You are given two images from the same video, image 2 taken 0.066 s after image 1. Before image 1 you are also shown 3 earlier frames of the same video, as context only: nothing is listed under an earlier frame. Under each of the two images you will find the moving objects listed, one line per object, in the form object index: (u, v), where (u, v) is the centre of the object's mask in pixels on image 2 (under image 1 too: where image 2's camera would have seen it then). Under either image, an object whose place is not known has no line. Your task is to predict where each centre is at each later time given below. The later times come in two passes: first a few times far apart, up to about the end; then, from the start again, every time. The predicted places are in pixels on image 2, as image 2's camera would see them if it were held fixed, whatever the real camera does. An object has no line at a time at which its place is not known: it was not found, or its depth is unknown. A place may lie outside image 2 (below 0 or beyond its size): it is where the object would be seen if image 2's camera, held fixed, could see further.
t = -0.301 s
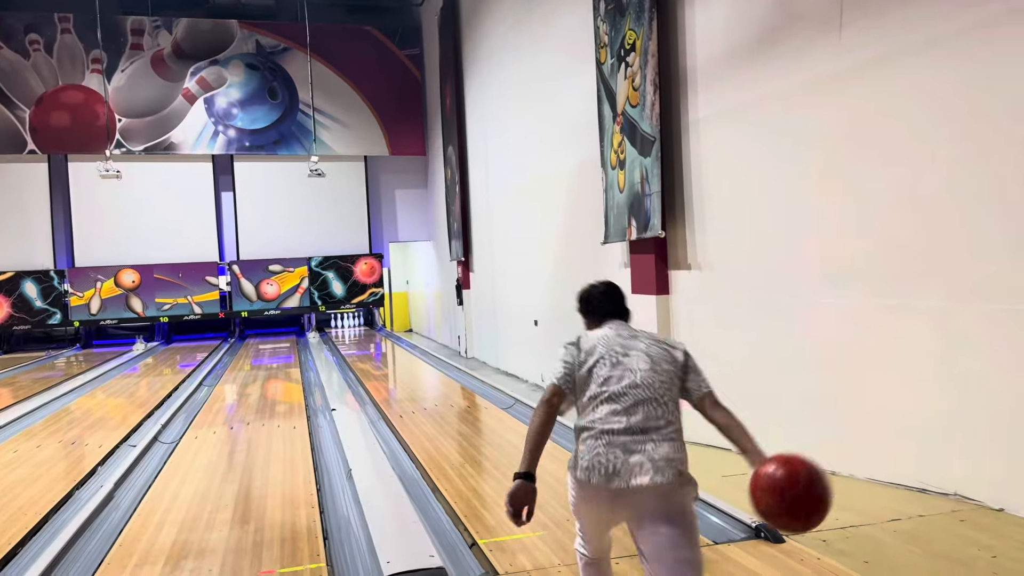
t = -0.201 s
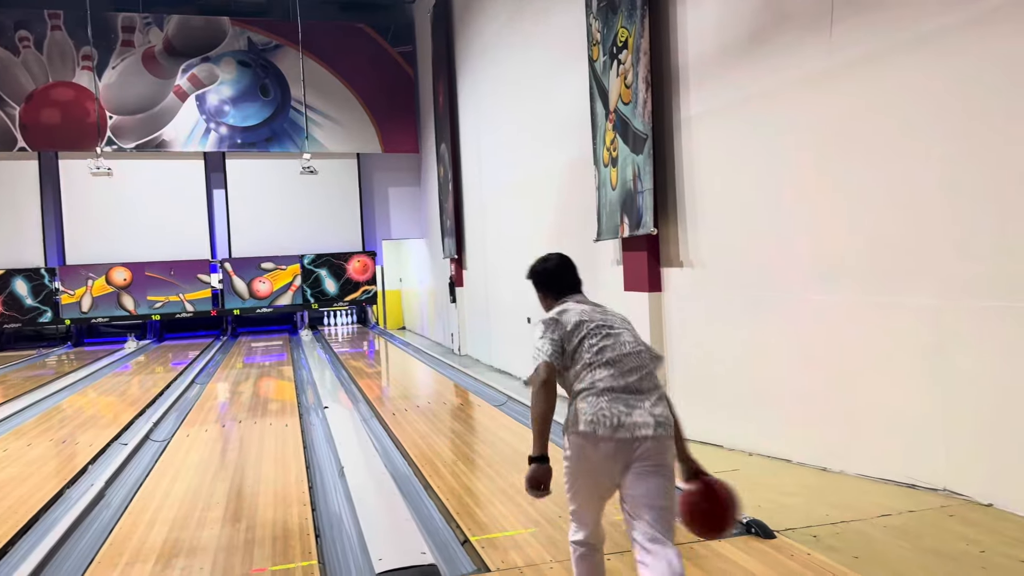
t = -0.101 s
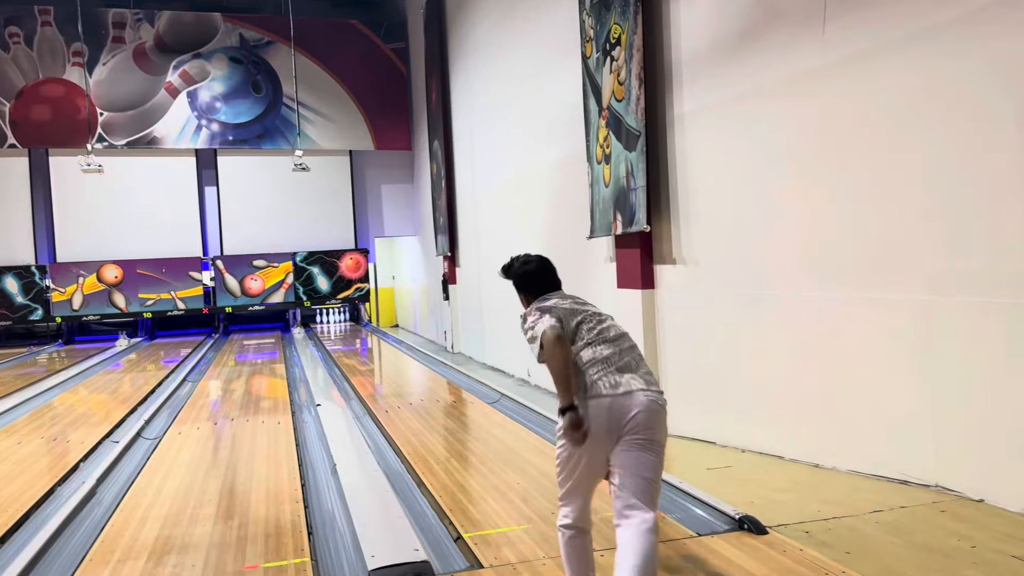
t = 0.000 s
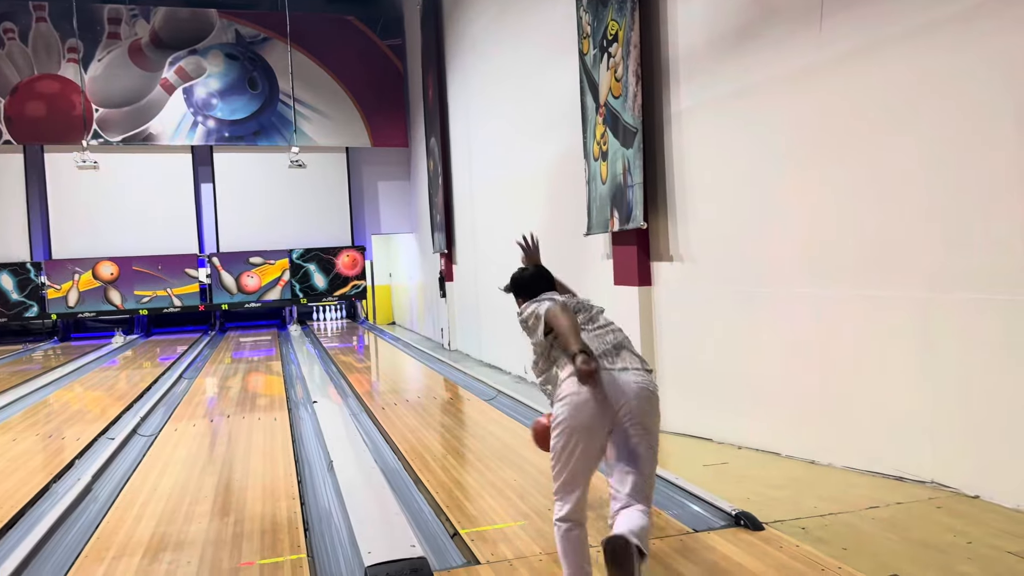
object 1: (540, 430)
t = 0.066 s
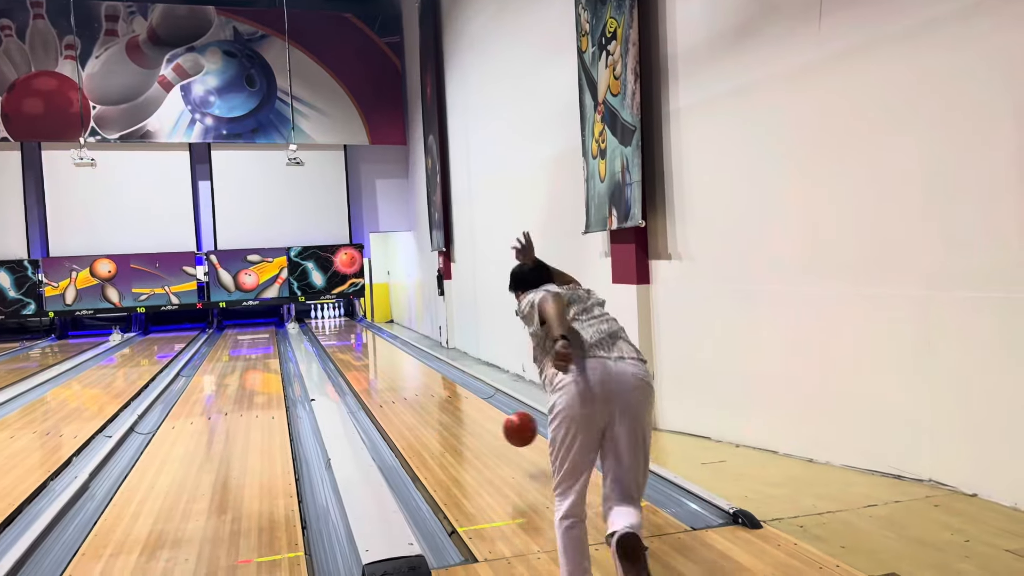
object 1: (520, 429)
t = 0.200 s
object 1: (478, 422)
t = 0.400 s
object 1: (435, 394)
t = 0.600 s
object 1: (407, 373)
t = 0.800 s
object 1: (387, 359)
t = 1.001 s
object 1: (372, 348)
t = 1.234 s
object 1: (359, 339)
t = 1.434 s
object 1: (350, 332)
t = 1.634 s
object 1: (343, 328)
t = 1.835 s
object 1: (336, 323)
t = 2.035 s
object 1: (331, 320)
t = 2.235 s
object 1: (327, 316)
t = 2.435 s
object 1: (324, 315)
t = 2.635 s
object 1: (323, 314)
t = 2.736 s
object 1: (321, 314)
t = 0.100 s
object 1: (508, 431)
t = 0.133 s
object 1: (497, 434)
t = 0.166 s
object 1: (487, 432)
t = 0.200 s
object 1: (478, 422)
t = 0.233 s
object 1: (469, 414)
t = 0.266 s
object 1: (460, 408)
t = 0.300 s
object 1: (453, 404)
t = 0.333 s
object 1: (447, 402)
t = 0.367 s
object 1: (441, 399)
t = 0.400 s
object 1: (435, 394)
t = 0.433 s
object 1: (429, 390)
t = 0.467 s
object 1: (424, 386)
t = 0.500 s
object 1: (419, 383)
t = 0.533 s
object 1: (415, 379)
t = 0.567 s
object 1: (410, 376)
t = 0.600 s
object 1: (407, 373)
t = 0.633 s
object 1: (402, 371)
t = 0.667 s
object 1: (399, 368)
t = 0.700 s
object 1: (396, 366)
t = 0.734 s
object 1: (393, 363)
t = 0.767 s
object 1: (390, 361)
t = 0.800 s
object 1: (387, 359)
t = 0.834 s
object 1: (384, 357)
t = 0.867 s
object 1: (382, 355)
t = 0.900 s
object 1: (379, 354)
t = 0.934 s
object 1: (377, 352)
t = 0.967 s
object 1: (374, 350)
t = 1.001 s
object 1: (372, 348)
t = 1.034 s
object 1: (370, 347)
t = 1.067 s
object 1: (368, 346)
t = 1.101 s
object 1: (366, 344)
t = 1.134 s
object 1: (365, 343)
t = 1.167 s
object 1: (362, 341)
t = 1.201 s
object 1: (360, 340)
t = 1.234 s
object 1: (359, 339)
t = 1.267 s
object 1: (357, 337)
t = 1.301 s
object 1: (356, 336)
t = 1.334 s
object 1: (354, 335)
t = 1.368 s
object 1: (353, 334)
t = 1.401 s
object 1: (351, 333)
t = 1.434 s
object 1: (350, 332)
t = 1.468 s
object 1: (349, 332)
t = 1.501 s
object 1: (347, 331)
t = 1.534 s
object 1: (346, 330)
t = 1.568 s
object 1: (345, 329)
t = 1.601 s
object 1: (344, 329)
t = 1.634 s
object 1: (343, 328)
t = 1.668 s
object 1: (341, 327)
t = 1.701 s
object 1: (340, 326)
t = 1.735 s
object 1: (339, 325)
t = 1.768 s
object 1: (338, 324)
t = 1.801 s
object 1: (338, 324)
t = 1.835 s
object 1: (336, 323)
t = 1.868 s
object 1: (335, 323)
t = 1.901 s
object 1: (335, 322)
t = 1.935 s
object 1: (334, 321)
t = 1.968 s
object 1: (333, 321)
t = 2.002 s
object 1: (332, 320)
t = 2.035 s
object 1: (331, 320)
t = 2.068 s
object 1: (331, 319)
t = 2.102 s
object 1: (329, 319)
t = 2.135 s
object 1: (329, 318)
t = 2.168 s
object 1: (328, 317)
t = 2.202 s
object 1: (328, 316)
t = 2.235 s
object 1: (327, 316)
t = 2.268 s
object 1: (327, 316)
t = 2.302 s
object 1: (326, 315)
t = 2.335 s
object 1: (325, 315)
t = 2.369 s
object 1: (324, 315)
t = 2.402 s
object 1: (324, 315)
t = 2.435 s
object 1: (324, 315)
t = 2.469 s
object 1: (324, 314)
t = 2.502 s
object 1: (324, 314)
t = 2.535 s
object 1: (324, 314)
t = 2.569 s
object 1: (324, 314)
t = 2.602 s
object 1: (323, 314)
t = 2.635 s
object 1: (323, 314)
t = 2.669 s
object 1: (323, 314)
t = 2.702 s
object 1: (322, 313)
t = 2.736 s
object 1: (321, 314)
